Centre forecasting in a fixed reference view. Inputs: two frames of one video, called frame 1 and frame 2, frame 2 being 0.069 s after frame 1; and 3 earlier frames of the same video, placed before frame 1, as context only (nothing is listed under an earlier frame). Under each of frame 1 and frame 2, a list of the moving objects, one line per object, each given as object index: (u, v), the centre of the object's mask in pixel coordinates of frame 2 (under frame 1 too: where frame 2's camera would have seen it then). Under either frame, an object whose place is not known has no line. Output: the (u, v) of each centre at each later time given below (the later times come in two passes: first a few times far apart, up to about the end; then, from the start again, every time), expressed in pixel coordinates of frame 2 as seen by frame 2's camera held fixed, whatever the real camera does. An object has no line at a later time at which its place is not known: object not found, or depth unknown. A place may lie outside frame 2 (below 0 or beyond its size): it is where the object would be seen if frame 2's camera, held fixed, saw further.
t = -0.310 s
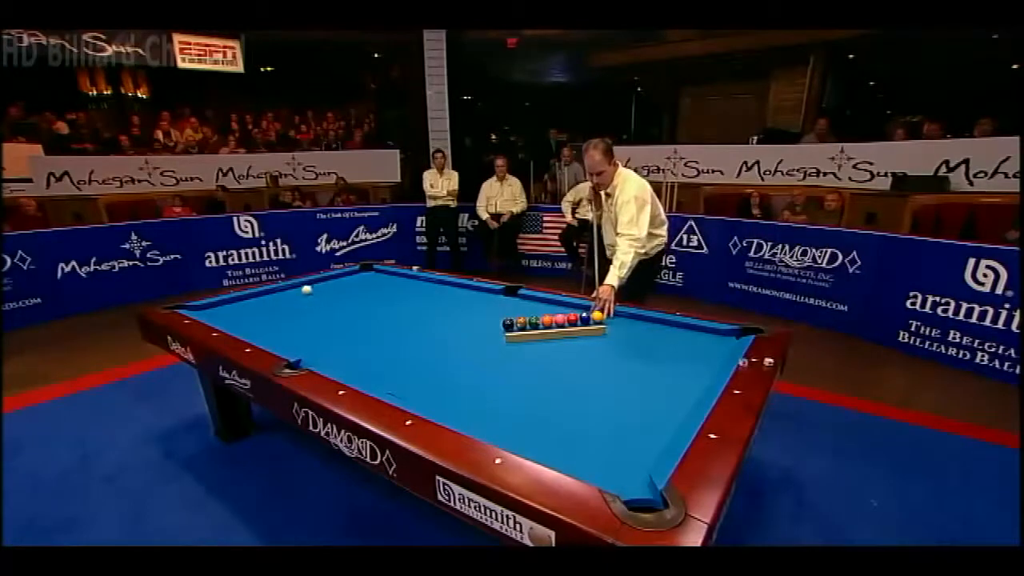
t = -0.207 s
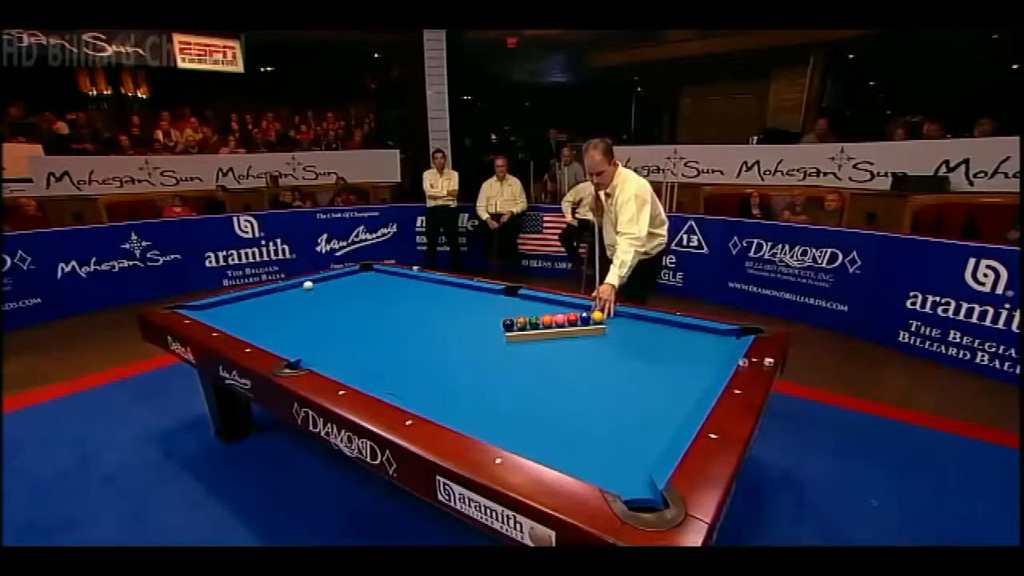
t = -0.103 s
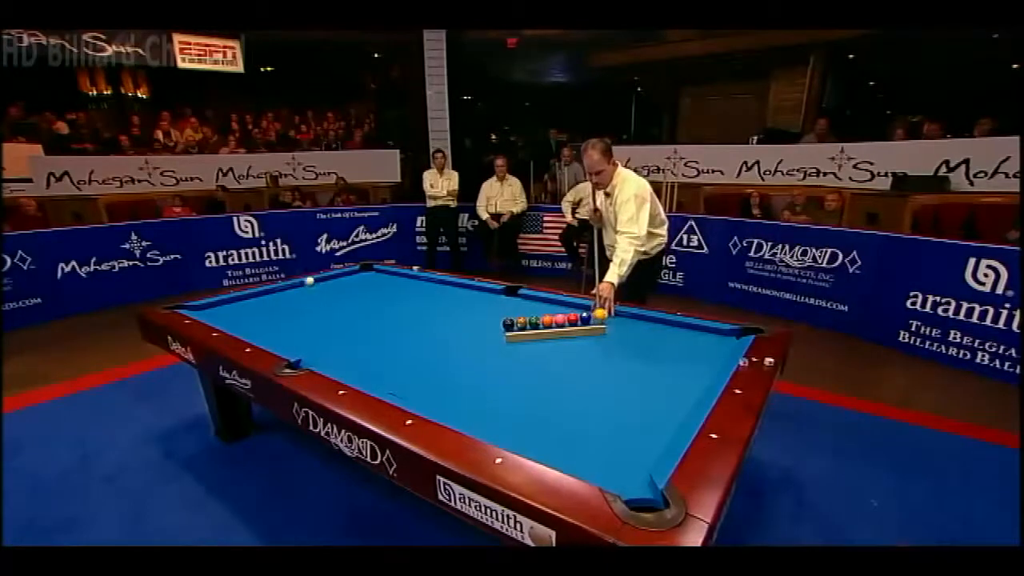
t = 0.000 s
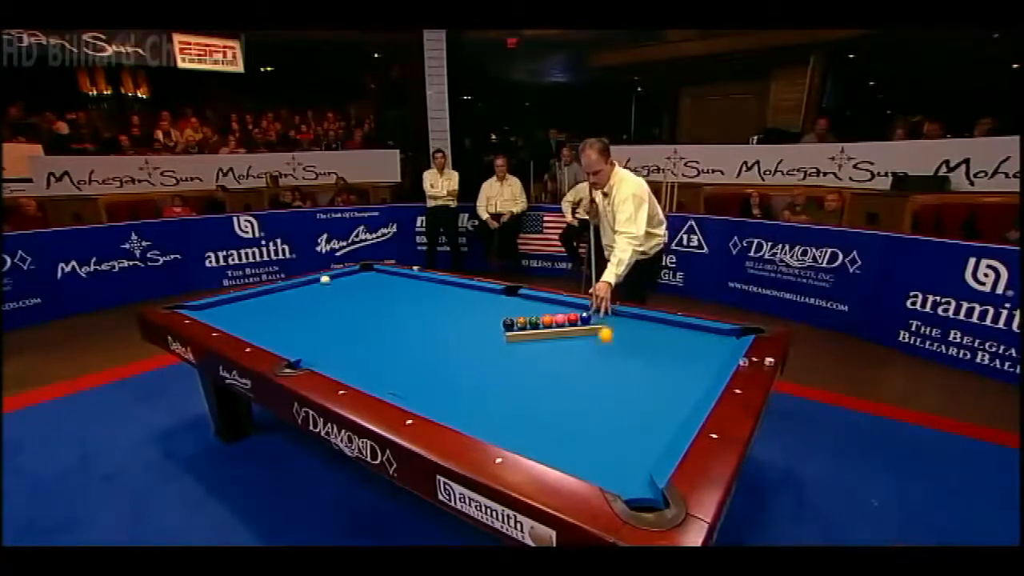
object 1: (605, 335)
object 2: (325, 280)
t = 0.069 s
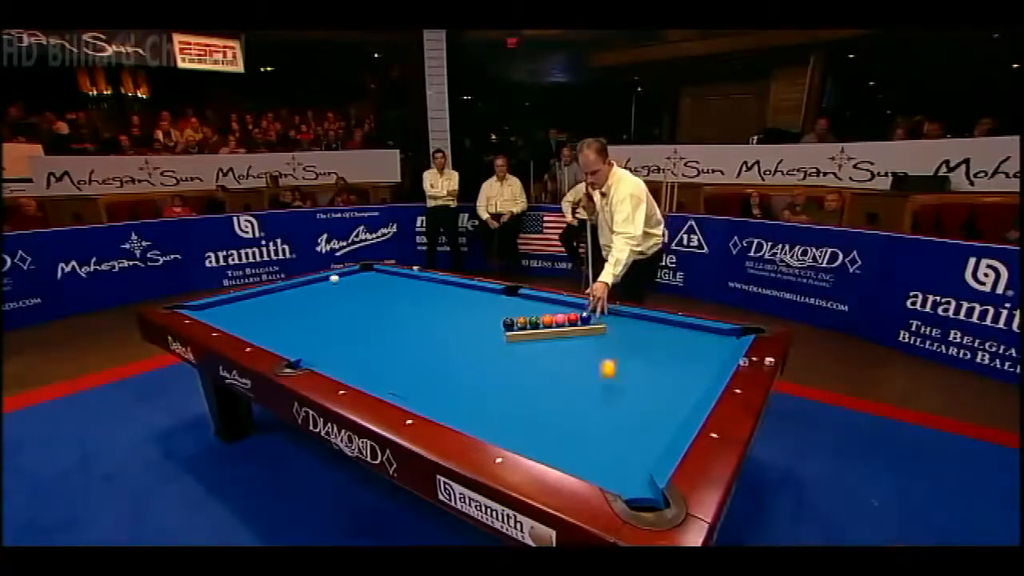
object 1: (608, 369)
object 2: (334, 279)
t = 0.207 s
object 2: (354, 277)
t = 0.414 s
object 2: (380, 275)
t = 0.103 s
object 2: (341, 278)
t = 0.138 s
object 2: (345, 278)
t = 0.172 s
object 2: (350, 277)
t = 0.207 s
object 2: (354, 277)
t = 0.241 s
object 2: (359, 276)
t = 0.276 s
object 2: (363, 276)
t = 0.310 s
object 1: (650, 503)
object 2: (367, 276)
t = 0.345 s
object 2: (372, 275)
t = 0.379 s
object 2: (376, 275)
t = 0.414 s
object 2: (380, 275)
